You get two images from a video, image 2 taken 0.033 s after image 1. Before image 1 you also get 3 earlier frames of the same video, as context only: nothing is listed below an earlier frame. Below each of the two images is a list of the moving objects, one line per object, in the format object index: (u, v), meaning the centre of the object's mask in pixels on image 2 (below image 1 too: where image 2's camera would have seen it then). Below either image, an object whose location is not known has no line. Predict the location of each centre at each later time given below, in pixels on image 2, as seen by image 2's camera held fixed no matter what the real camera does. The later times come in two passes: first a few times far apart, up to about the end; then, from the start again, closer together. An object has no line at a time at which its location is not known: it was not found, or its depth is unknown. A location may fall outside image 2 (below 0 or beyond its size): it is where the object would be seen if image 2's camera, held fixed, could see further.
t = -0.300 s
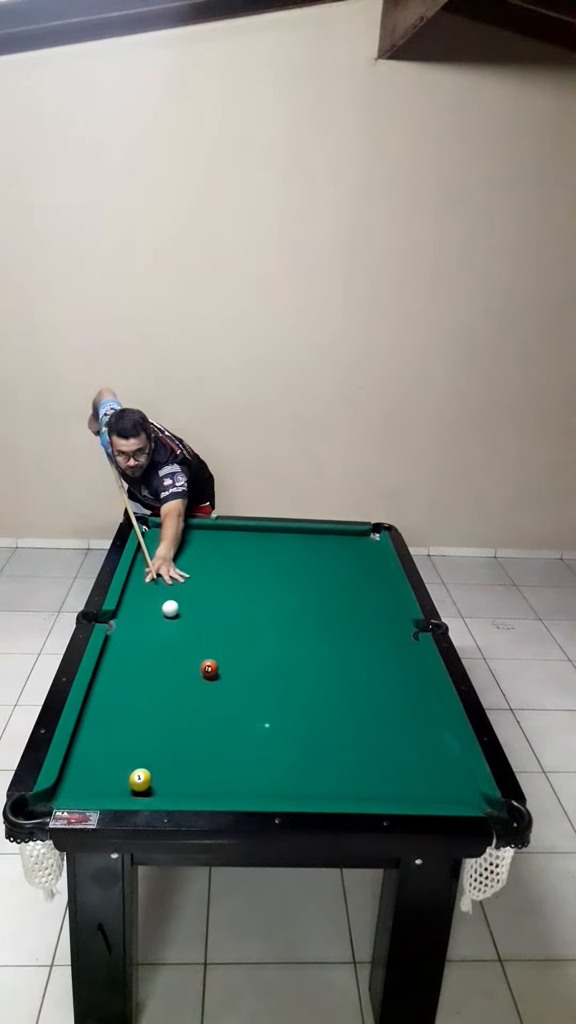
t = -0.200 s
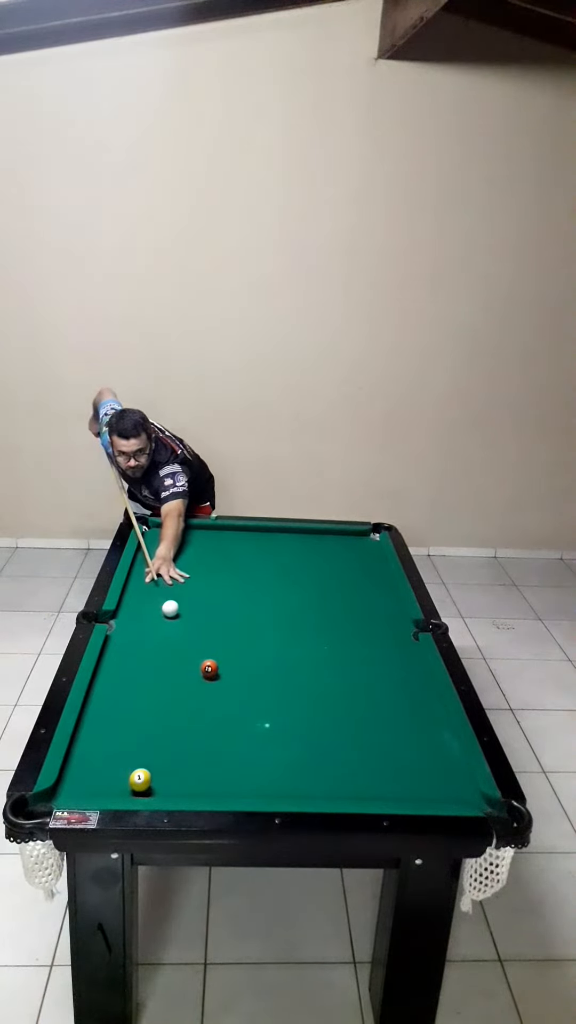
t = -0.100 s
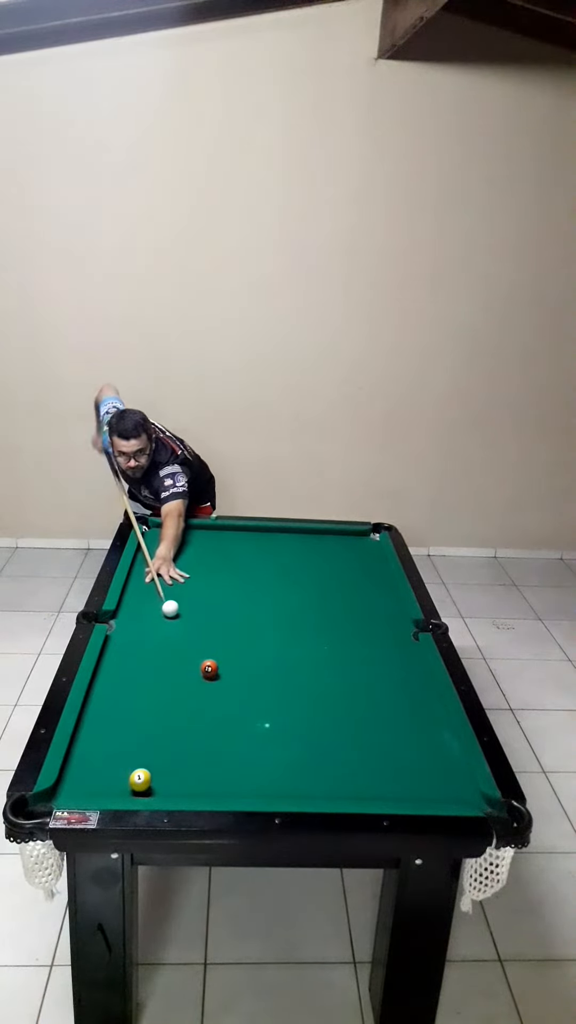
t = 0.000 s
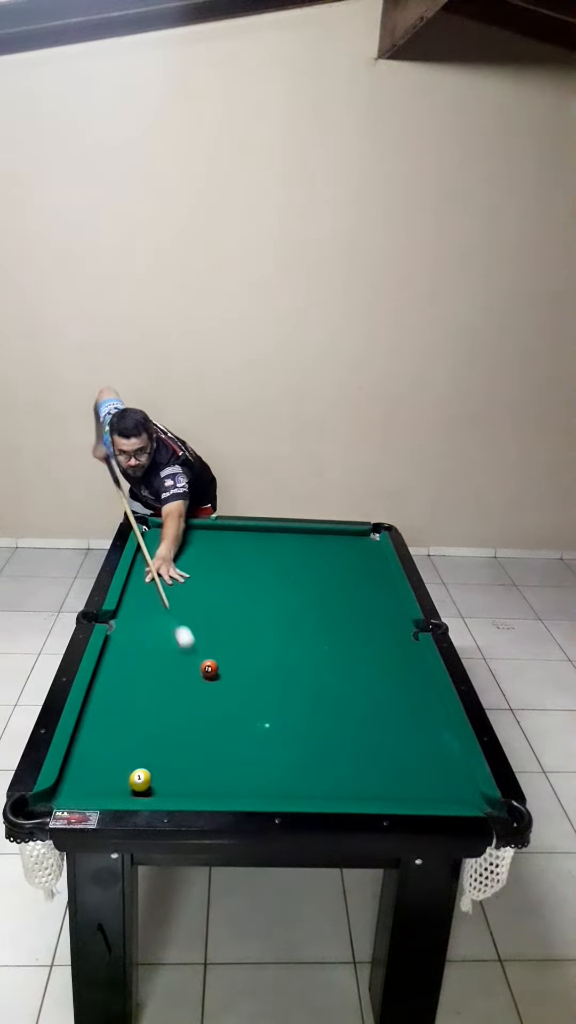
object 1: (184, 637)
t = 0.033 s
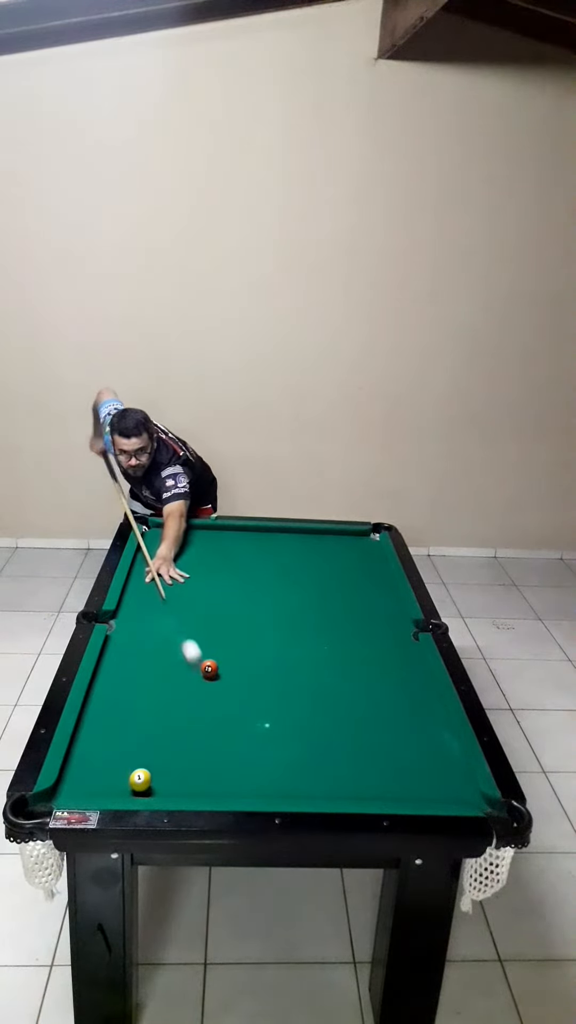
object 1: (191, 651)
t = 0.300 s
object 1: (122, 703)
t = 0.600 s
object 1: (110, 723)
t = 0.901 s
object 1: (134, 730)
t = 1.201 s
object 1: (155, 736)
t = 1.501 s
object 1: (173, 742)
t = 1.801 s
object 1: (186, 747)
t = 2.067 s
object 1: (196, 750)
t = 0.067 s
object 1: (191, 664)
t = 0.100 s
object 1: (182, 670)
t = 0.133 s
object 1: (172, 676)
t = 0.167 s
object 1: (162, 682)
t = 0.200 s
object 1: (152, 688)
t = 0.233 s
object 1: (142, 693)
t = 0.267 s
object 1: (132, 698)
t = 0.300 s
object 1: (122, 703)
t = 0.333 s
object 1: (112, 708)
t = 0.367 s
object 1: (102, 711)
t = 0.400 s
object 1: (92, 715)
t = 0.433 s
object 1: (90, 717)
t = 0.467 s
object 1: (95, 719)
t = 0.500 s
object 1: (100, 721)
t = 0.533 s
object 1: (104, 722)
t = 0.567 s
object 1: (107, 722)
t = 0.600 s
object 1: (110, 723)
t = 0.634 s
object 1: (113, 724)
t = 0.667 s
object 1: (115, 725)
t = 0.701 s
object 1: (118, 726)
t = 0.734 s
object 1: (121, 726)
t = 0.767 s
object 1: (124, 727)
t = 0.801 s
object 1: (126, 728)
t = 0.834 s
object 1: (129, 729)
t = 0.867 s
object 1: (132, 729)
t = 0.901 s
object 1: (134, 730)
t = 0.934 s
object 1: (137, 731)
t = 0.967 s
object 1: (139, 732)
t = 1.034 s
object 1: (144, 733)
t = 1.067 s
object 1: (146, 734)
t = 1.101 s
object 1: (148, 734)
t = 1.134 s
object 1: (151, 735)
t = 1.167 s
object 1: (153, 736)
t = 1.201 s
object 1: (155, 736)
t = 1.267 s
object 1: (159, 738)
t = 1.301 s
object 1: (161, 738)
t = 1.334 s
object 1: (163, 739)
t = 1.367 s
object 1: (165, 740)
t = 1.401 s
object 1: (167, 740)
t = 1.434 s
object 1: (169, 741)
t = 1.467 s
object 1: (171, 741)
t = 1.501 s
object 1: (173, 742)
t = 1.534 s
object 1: (174, 742)
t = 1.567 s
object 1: (176, 743)
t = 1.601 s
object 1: (178, 744)
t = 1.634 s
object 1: (179, 744)
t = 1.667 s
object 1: (181, 745)
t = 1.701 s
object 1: (182, 745)
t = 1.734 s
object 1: (184, 746)
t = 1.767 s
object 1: (185, 746)
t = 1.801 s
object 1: (186, 747)
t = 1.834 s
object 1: (188, 747)
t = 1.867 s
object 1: (189, 748)
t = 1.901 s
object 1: (190, 748)
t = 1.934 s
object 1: (191, 749)
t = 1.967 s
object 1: (193, 749)
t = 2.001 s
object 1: (194, 750)
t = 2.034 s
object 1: (195, 750)
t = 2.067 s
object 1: (196, 750)
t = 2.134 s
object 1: (198, 751)
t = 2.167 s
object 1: (199, 751)
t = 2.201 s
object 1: (200, 752)
